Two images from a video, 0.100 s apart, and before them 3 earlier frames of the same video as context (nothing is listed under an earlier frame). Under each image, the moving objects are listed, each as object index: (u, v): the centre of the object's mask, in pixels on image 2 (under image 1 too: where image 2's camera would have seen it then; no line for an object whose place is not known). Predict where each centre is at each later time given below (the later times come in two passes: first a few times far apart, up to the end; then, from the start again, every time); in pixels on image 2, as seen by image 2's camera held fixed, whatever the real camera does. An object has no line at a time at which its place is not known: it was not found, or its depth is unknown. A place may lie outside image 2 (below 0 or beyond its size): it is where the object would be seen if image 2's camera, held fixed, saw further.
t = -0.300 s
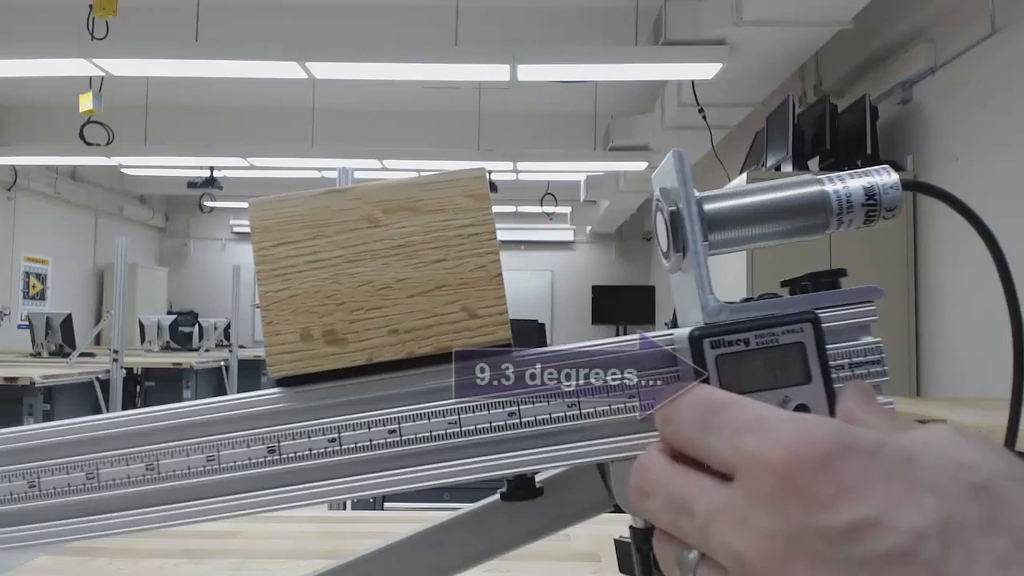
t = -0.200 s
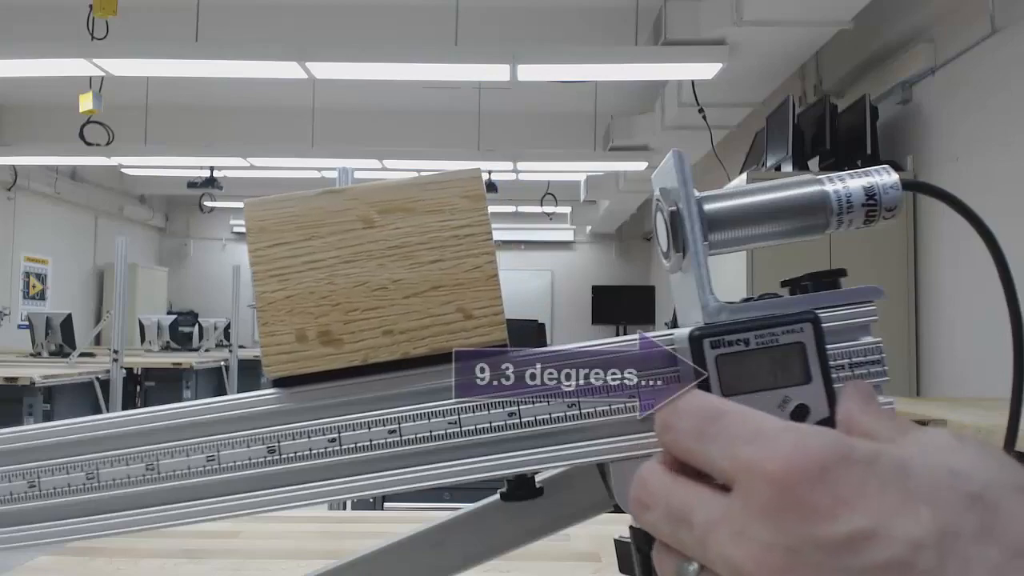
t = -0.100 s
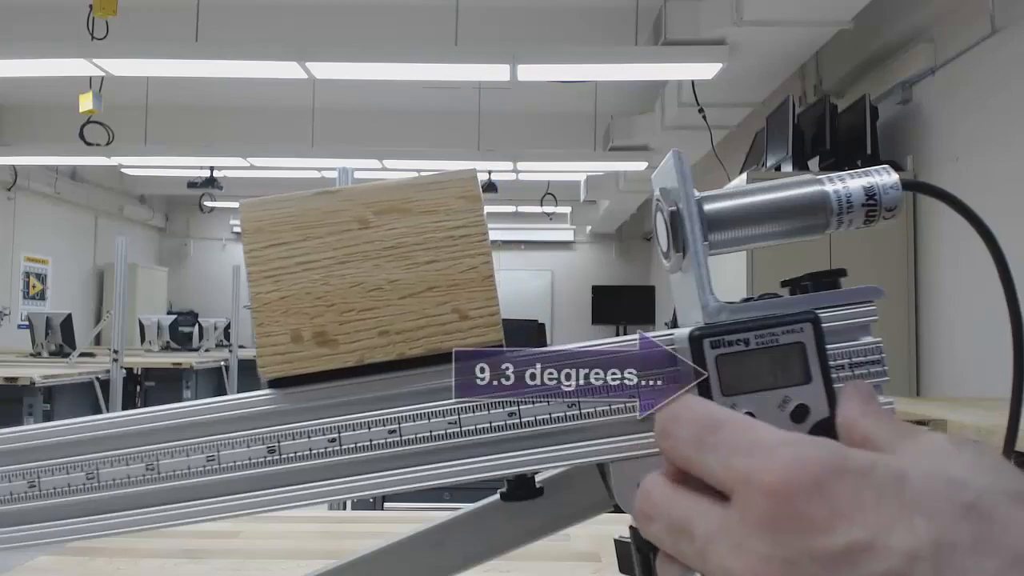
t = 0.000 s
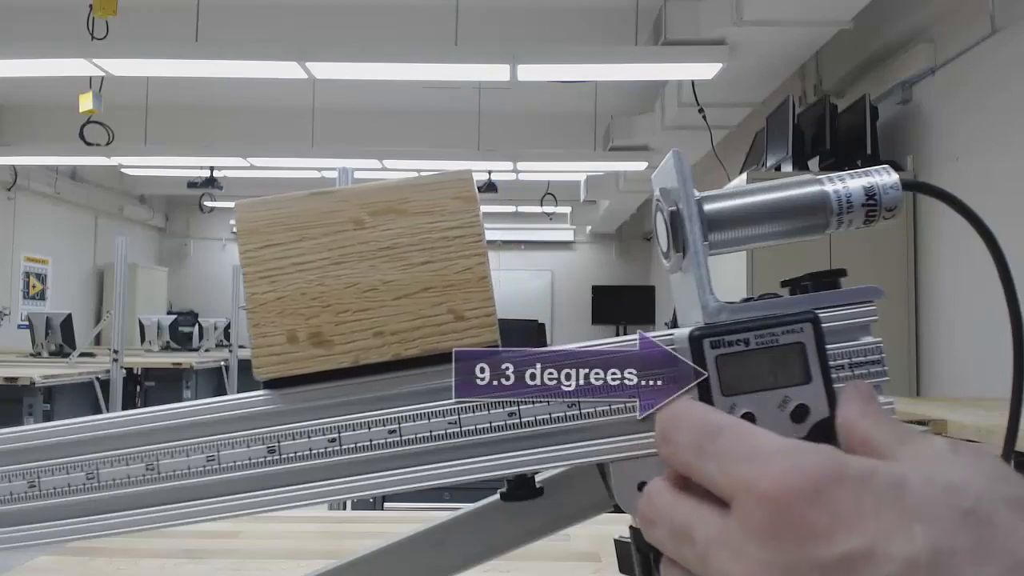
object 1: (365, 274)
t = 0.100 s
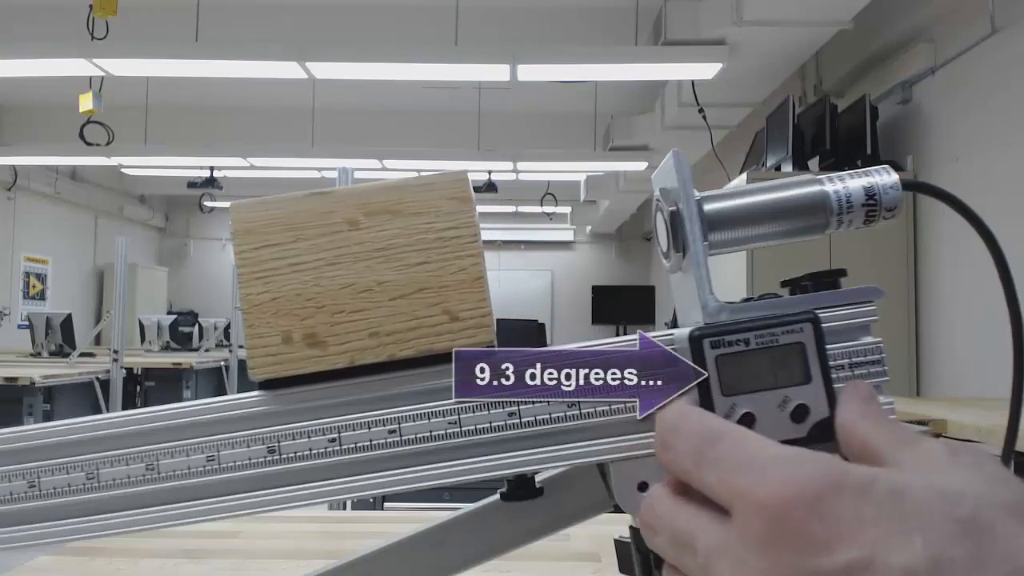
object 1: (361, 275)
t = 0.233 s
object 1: (354, 276)
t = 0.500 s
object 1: (341, 278)
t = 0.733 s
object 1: (327, 280)
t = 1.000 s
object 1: (310, 283)
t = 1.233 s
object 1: (293, 286)
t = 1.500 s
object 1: (271, 289)
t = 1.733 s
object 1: (249, 292)
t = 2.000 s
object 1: (220, 297)
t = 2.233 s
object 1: (193, 301)
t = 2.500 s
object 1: (156, 307)
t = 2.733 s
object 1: (132, 311)
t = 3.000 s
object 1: (116, 315)
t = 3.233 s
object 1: (101, 317)
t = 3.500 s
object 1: (85, 320)
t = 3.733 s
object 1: (71, 325)
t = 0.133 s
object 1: (359, 275)
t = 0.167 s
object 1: (357, 276)
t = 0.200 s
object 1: (356, 276)
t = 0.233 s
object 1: (354, 276)
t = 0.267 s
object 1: (352, 277)
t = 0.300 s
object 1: (351, 277)
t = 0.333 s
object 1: (349, 277)
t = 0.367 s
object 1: (348, 277)
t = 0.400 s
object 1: (346, 277)
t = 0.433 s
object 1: (344, 278)
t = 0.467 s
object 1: (343, 278)
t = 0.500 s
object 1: (341, 278)
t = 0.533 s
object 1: (339, 279)
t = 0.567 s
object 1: (337, 279)
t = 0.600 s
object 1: (336, 279)
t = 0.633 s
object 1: (334, 280)
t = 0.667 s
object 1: (331, 280)
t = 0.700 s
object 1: (329, 280)
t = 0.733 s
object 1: (327, 280)
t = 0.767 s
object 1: (325, 281)
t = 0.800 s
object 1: (323, 281)
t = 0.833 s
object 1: (321, 281)
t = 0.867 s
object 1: (319, 281)
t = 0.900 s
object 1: (317, 282)
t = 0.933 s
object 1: (314, 282)
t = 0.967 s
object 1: (312, 282)
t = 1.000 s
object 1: (310, 283)
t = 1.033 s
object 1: (307, 283)
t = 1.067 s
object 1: (305, 283)
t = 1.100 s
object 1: (303, 284)
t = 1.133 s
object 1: (301, 285)
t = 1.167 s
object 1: (298, 285)
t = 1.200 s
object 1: (296, 286)
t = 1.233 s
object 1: (293, 286)
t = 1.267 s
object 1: (291, 286)
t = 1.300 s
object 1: (288, 286)
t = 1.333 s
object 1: (285, 287)
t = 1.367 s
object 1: (282, 288)
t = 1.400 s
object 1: (279, 287)
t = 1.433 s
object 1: (277, 288)
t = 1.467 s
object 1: (274, 288)
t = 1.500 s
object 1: (271, 289)
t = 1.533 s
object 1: (268, 290)
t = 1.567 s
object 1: (265, 290)
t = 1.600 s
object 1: (262, 291)
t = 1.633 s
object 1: (259, 291)
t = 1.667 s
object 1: (256, 292)
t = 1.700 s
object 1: (252, 292)
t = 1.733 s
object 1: (249, 292)
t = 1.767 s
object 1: (245, 293)
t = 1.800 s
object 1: (242, 294)
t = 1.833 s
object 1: (239, 294)
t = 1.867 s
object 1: (235, 294)
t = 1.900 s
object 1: (232, 295)
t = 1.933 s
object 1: (228, 295)
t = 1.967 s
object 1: (225, 296)
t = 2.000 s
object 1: (220, 297)
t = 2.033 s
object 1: (217, 297)
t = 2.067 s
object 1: (214, 298)
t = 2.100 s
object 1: (210, 298)
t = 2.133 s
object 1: (207, 299)
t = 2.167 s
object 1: (201, 300)
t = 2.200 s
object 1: (197, 300)
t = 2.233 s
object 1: (193, 301)
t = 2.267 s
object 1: (188, 302)
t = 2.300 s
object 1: (183, 302)
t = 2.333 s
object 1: (179, 303)
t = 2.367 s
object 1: (175, 304)
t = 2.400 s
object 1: (170, 304)
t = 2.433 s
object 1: (166, 305)
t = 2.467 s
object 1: (161, 306)
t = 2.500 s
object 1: (156, 307)
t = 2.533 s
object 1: (151, 307)
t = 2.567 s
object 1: (146, 308)
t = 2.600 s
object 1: (142, 309)
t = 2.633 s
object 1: (139, 310)
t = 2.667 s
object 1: (137, 310)
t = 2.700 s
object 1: (134, 310)
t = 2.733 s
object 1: (132, 311)
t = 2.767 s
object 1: (130, 311)
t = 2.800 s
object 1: (128, 312)
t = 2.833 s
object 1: (126, 312)
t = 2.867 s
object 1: (124, 312)
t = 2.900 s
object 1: (122, 313)
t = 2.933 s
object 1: (119, 314)
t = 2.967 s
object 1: (117, 314)
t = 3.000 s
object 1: (116, 315)
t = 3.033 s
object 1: (113, 314)
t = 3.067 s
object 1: (112, 315)
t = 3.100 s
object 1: (110, 316)
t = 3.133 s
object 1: (107, 315)
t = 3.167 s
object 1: (105, 316)
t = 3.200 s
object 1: (103, 316)
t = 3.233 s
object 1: (101, 317)
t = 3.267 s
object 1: (99, 317)
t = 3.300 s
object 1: (97, 317)
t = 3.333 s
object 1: (95, 318)
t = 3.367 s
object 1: (94, 318)
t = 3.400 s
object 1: (92, 319)
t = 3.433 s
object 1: (90, 319)
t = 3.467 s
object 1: (88, 319)
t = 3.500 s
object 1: (85, 320)
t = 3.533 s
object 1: (83, 321)
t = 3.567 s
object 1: (81, 321)
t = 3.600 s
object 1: (79, 322)
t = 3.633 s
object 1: (77, 323)
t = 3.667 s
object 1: (75, 323)
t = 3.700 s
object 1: (73, 324)
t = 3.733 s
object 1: (71, 325)
